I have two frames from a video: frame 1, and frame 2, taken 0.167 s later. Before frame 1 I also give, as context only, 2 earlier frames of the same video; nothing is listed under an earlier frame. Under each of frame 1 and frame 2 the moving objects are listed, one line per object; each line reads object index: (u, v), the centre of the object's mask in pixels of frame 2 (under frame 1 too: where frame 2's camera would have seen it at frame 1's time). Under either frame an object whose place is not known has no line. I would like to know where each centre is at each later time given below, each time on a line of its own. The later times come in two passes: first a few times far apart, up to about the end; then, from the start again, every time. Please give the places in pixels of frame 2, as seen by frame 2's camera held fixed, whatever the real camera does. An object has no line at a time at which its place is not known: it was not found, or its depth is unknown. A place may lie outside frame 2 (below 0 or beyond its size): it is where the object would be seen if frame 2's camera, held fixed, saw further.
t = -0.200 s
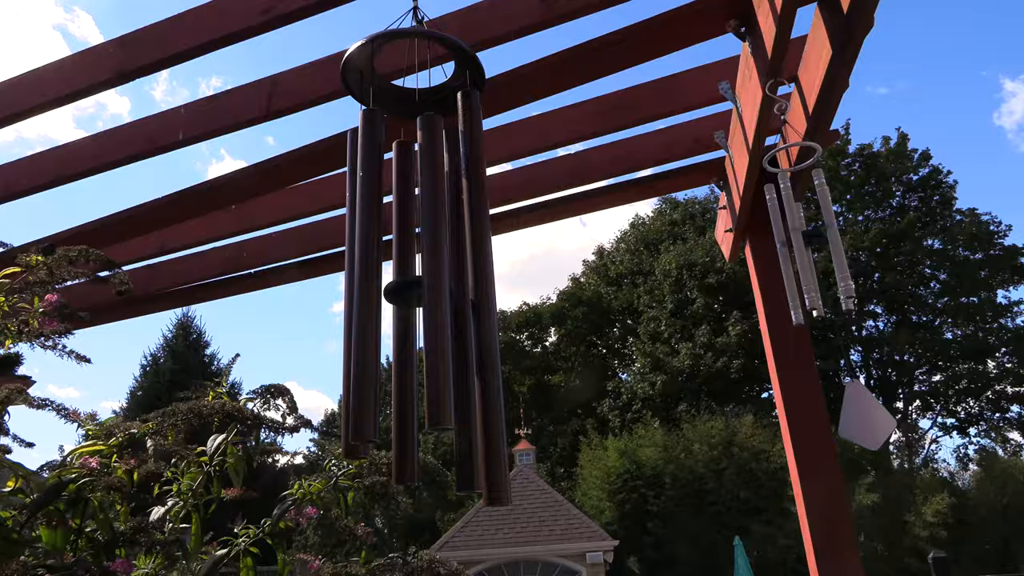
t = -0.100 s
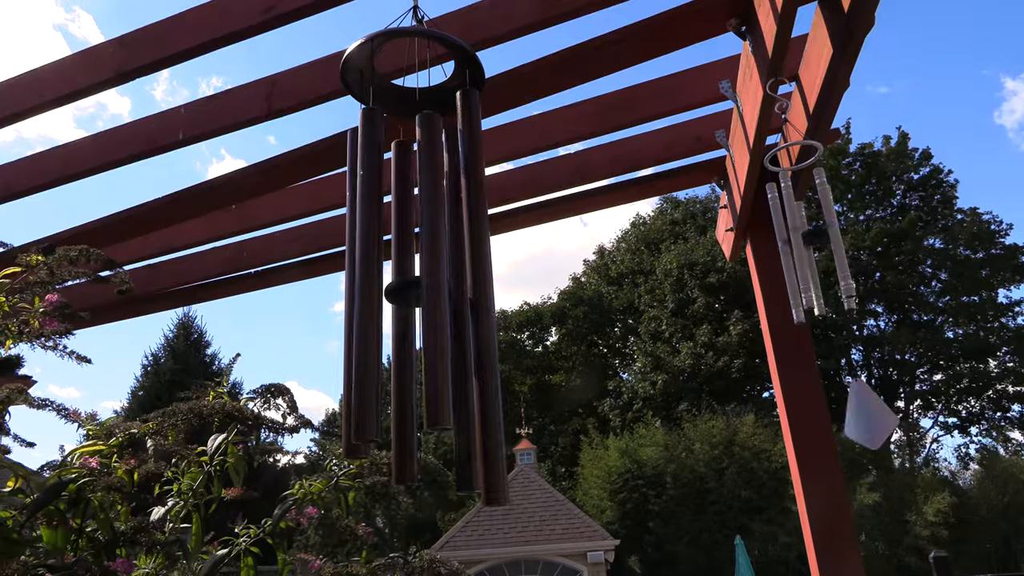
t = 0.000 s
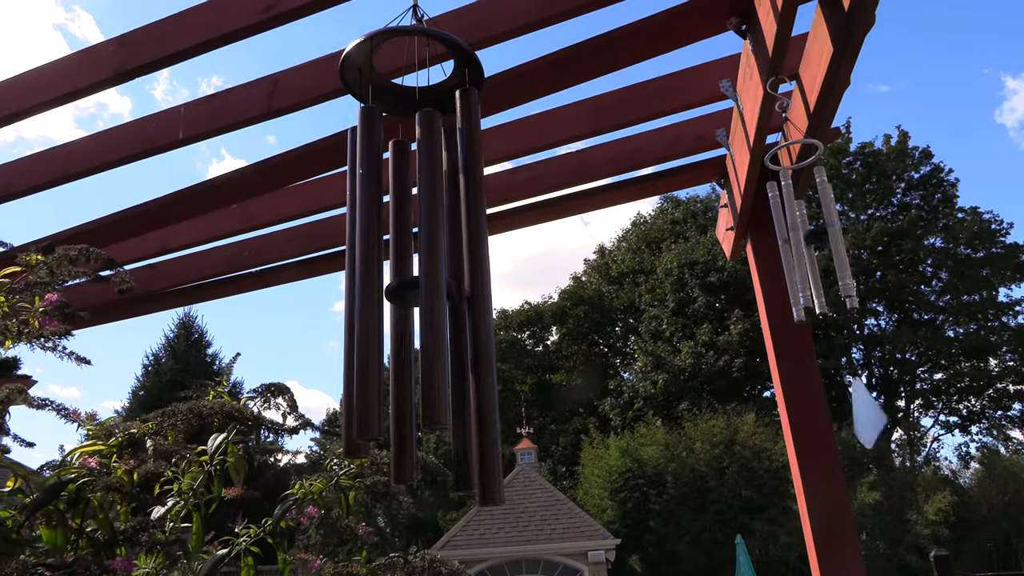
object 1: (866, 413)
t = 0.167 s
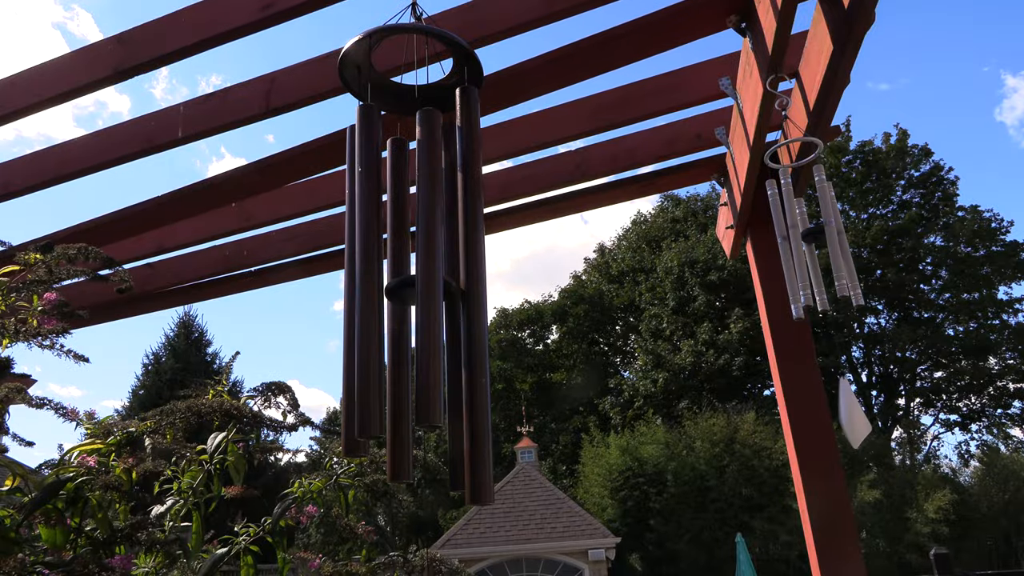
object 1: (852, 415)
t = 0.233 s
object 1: (846, 416)
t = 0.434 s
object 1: (833, 418)
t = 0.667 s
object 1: (821, 419)
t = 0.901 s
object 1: (837, 418)
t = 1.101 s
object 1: (856, 416)
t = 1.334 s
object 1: (869, 414)
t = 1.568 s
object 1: (860, 414)
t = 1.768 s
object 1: (844, 417)
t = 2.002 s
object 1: (834, 419)
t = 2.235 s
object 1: (836, 419)
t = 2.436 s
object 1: (846, 416)
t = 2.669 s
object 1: (858, 412)
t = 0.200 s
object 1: (849, 416)
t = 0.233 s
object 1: (846, 416)
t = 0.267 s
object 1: (844, 417)
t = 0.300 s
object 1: (841, 417)
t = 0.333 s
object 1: (839, 417)
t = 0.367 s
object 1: (837, 417)
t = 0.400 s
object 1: (835, 418)
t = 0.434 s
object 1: (833, 418)
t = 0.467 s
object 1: (831, 419)
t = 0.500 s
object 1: (828, 419)
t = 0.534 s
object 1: (825, 417)
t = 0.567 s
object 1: (823, 418)
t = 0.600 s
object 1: (822, 418)
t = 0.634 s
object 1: (821, 419)
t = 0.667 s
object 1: (821, 419)
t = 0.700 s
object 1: (822, 419)
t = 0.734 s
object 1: (823, 419)
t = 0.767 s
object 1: (825, 419)
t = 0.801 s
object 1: (827, 418)
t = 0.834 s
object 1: (830, 418)
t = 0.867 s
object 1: (834, 418)
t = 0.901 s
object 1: (837, 418)
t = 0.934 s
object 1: (839, 417)
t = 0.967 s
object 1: (842, 417)
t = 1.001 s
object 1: (847, 419)
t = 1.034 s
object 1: (851, 417)
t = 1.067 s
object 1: (853, 417)
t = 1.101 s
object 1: (856, 416)
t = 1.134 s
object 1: (859, 416)
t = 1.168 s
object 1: (862, 416)
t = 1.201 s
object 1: (864, 415)
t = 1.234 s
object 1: (867, 415)
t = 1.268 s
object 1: (868, 415)
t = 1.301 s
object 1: (869, 414)
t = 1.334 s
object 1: (869, 414)
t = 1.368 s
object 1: (871, 414)
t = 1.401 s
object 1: (871, 414)
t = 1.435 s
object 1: (870, 415)
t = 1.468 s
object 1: (871, 416)
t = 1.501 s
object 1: (868, 416)
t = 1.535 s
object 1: (866, 413)
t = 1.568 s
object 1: (860, 414)
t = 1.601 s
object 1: (857, 415)
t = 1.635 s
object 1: (854, 416)
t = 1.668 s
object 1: (851, 416)
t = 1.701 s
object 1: (849, 417)
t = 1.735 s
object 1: (846, 417)
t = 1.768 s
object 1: (844, 417)
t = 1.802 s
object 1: (842, 418)
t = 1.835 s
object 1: (840, 418)
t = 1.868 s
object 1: (839, 419)
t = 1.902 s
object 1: (837, 419)
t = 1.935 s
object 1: (836, 419)
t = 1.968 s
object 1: (835, 419)
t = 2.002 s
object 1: (834, 419)
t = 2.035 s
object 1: (834, 419)
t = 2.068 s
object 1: (834, 419)
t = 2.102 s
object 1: (833, 419)
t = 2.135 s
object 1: (833, 419)
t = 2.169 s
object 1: (834, 419)
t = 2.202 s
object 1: (835, 419)
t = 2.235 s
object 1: (836, 419)
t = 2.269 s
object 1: (837, 419)
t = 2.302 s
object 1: (838, 418)
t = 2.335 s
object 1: (840, 418)
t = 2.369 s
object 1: (842, 417)
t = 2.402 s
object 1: (844, 416)
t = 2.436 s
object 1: (846, 416)
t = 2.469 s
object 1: (847, 415)
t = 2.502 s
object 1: (850, 414)
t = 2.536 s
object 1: (851, 414)
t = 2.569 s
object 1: (853, 413)
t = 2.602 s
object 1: (855, 413)
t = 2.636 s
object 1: (856, 413)
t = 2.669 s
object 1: (858, 412)
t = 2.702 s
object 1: (859, 412)
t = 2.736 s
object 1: (859, 412)
